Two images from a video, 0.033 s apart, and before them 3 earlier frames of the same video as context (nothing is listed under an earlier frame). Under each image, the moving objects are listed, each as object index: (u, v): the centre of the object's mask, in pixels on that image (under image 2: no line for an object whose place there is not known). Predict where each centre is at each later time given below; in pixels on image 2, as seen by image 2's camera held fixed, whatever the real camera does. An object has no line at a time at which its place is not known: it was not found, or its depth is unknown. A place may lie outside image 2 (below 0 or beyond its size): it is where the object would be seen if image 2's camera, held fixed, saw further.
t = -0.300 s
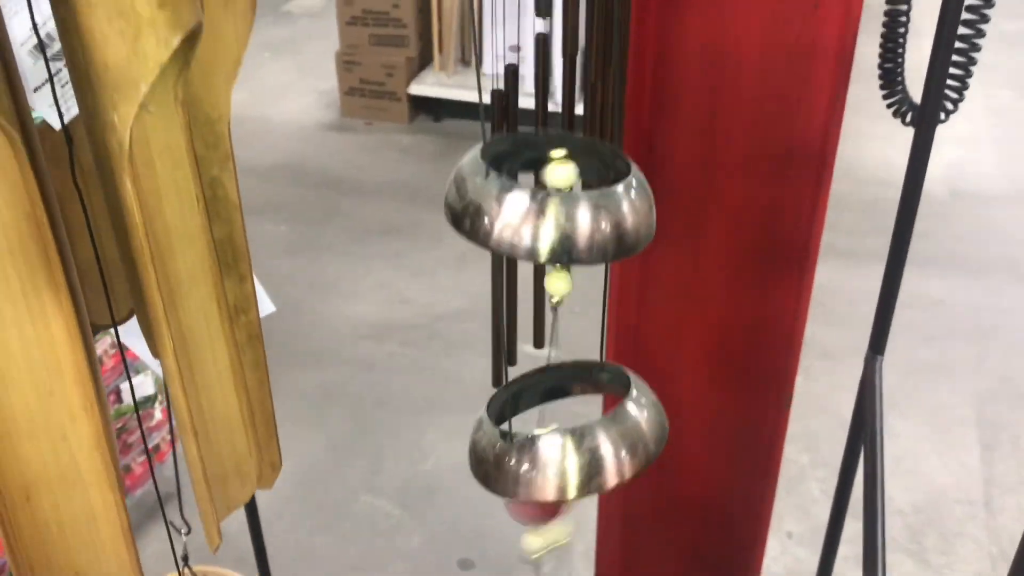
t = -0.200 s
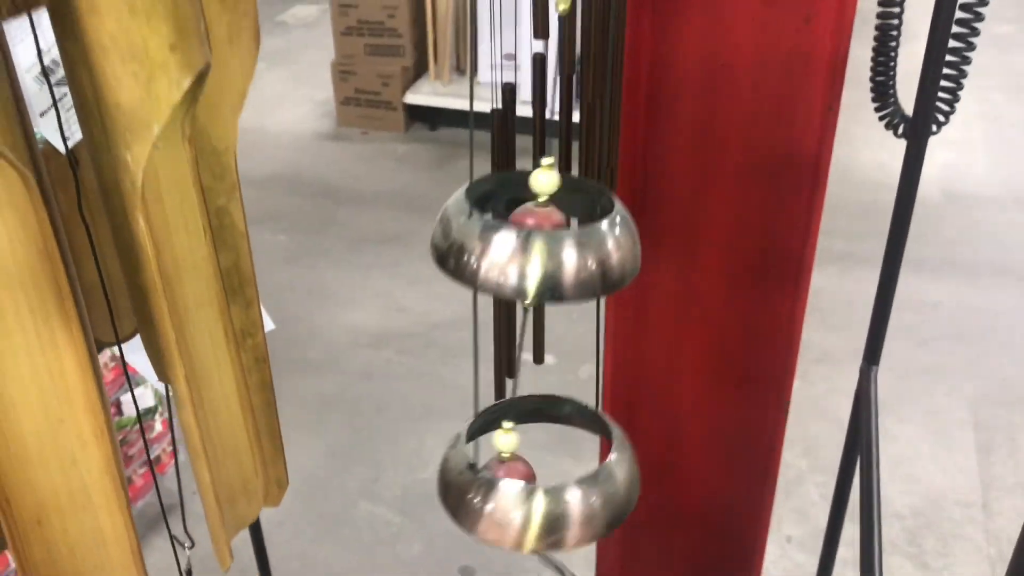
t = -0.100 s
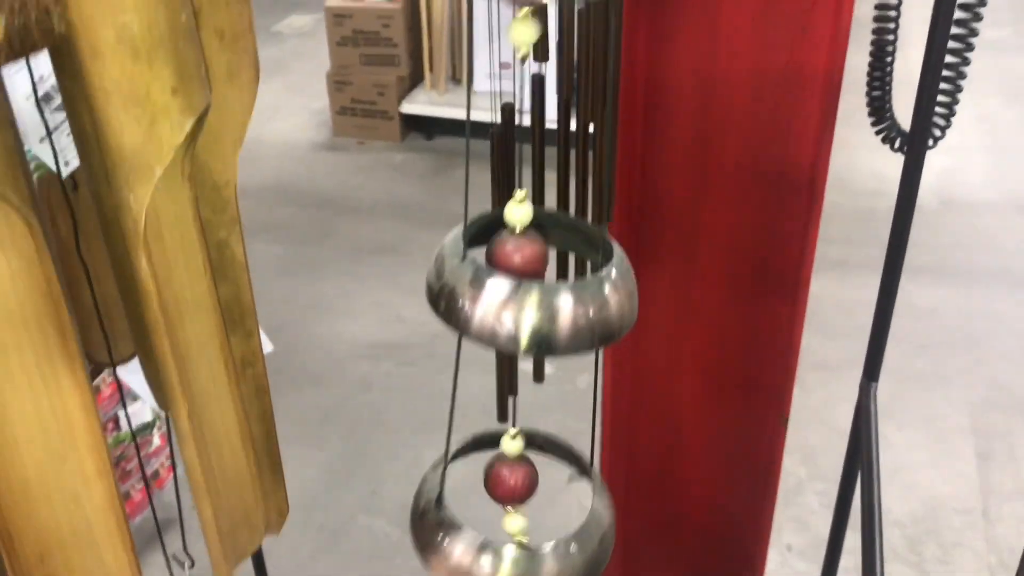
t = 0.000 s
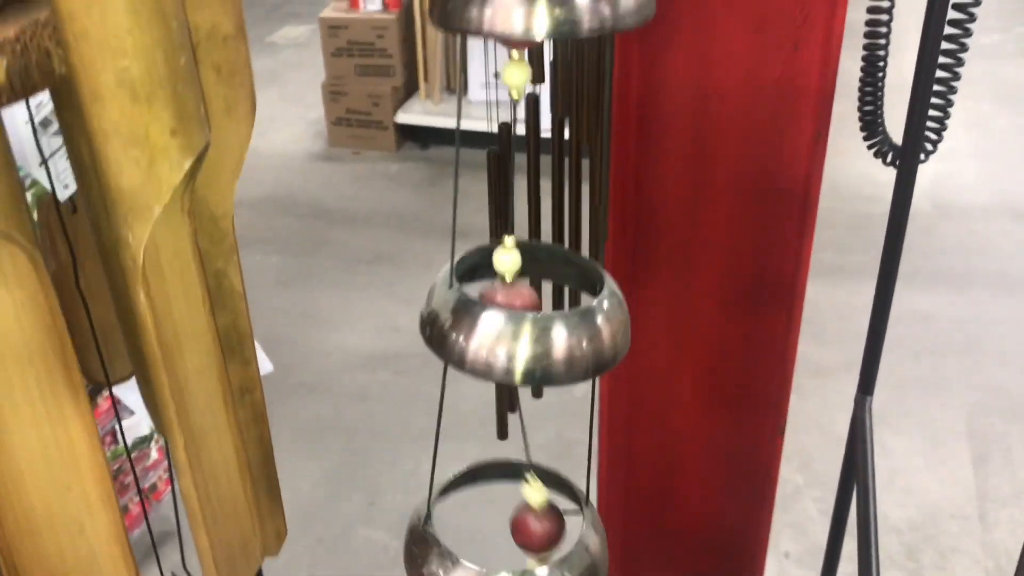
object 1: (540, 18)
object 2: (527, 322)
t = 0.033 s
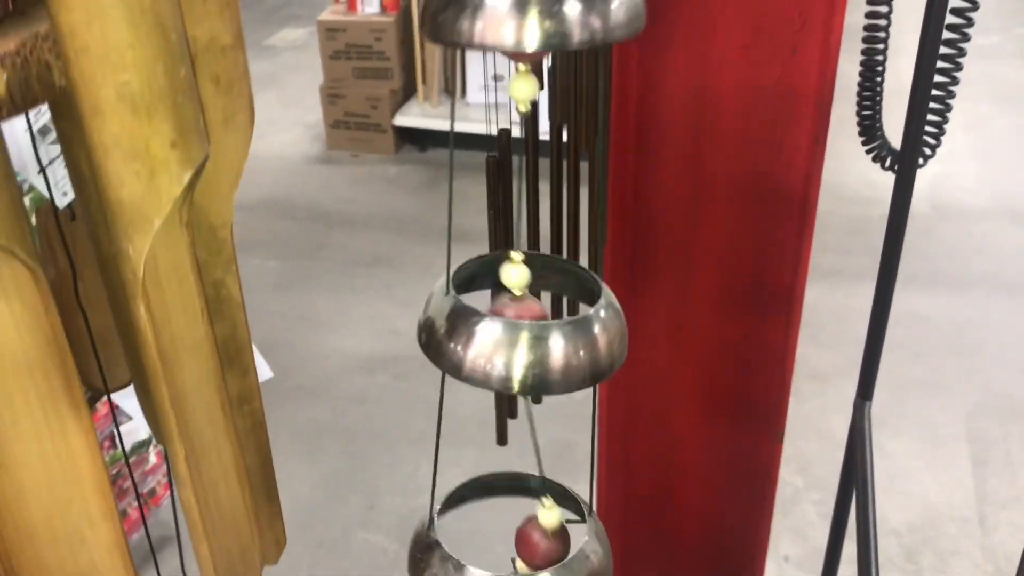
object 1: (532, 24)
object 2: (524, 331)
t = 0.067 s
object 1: (522, 23)
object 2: (521, 331)
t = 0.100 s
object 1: (513, 24)
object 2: (516, 325)
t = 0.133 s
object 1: (508, 24)
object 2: (510, 330)
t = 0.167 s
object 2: (506, 334)
